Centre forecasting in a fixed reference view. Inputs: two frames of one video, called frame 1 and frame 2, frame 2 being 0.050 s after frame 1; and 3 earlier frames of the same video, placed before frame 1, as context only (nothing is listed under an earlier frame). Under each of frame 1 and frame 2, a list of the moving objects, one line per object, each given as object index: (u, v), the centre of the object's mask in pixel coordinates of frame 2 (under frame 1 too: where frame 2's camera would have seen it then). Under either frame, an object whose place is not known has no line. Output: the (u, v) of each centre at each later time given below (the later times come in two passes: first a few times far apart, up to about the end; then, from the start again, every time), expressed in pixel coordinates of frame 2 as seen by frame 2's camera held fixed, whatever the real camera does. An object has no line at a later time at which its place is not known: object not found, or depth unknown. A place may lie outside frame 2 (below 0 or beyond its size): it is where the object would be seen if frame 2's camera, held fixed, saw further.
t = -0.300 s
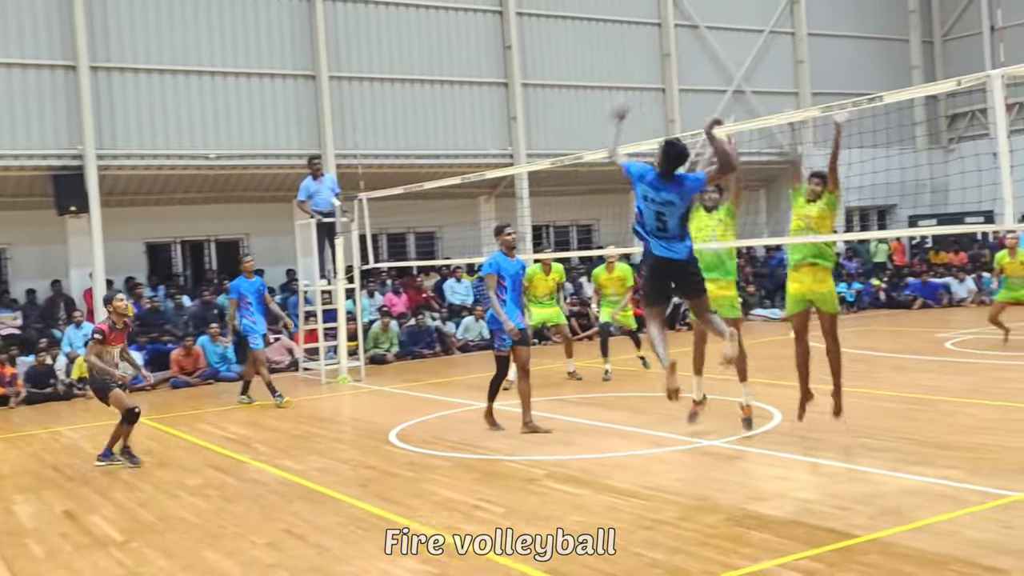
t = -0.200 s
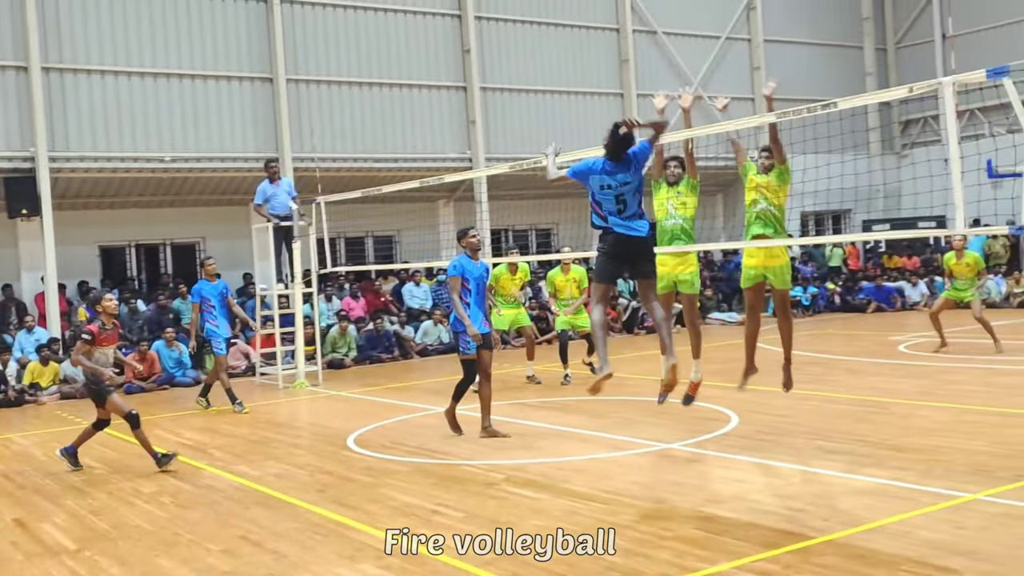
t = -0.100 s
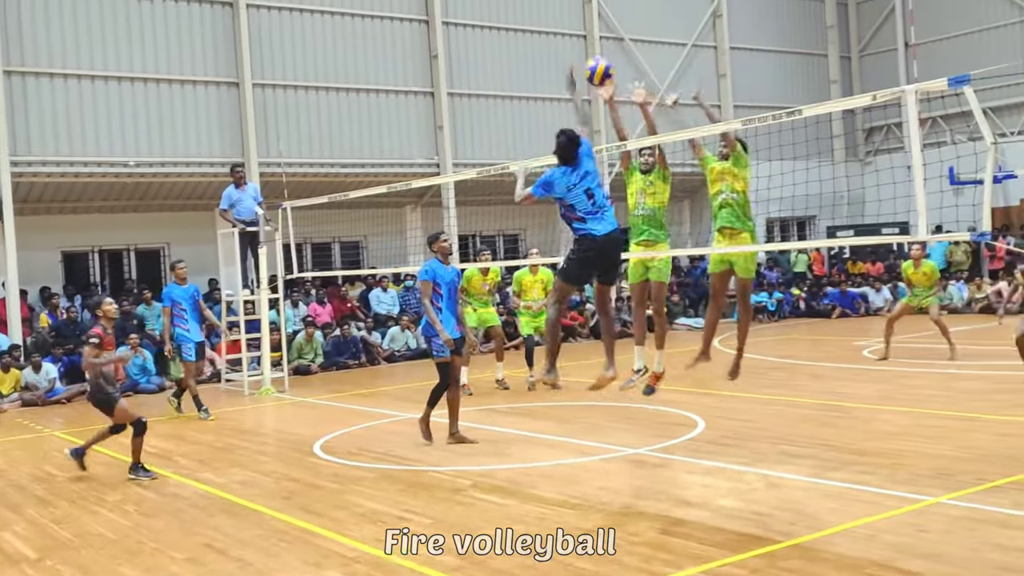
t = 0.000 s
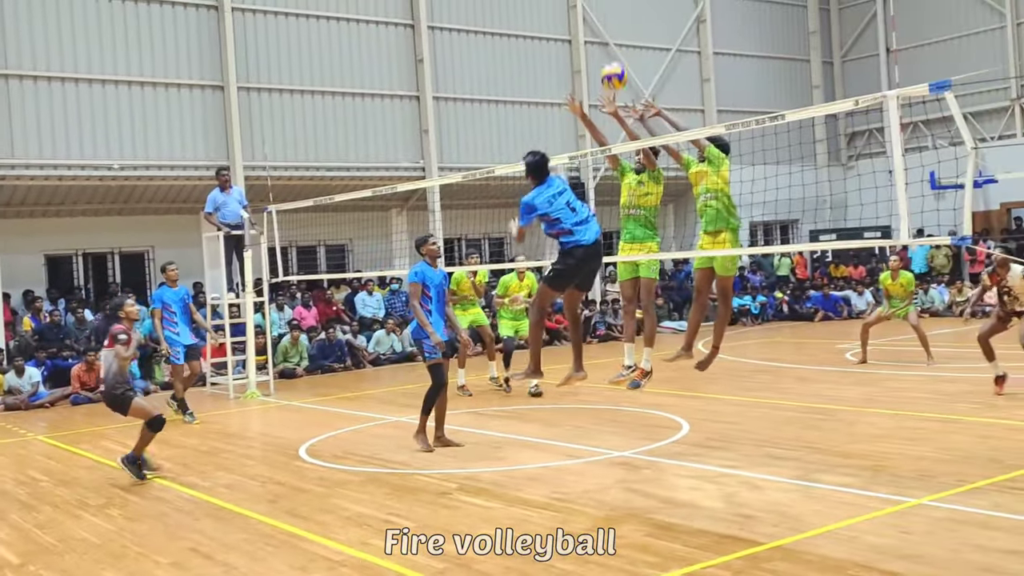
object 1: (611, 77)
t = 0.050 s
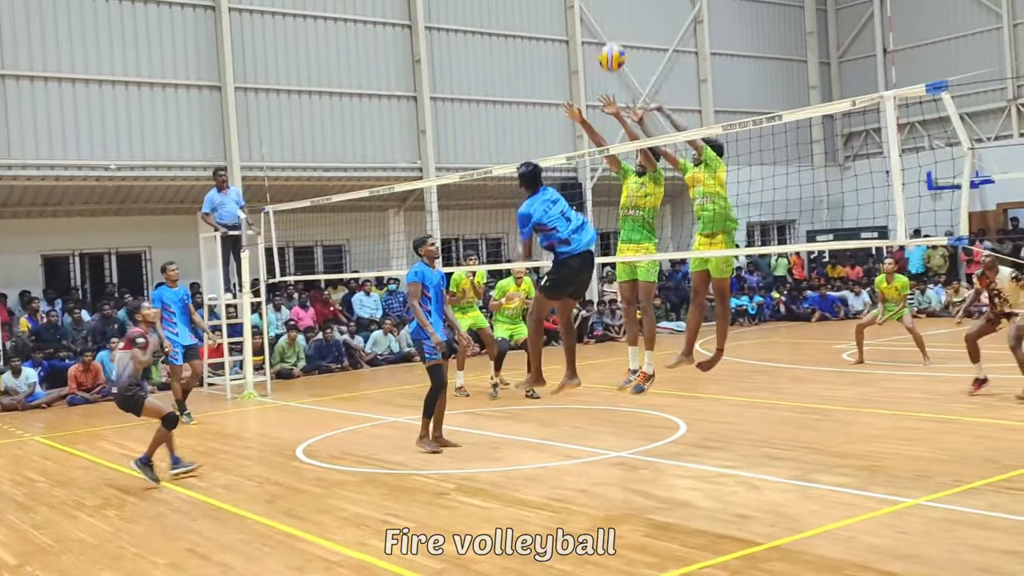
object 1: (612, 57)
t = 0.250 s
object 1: (615, 9)
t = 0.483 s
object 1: (623, 12)
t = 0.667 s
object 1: (633, 65)
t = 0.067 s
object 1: (611, 51)
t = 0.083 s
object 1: (612, 45)
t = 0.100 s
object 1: (612, 40)
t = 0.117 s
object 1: (613, 34)
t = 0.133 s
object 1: (612, 30)
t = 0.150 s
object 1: (613, 26)
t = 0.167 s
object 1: (614, 23)
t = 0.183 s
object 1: (614, 19)
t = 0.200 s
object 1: (614, 15)
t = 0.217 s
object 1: (615, 12)
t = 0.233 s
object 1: (615, 10)
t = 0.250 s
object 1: (615, 9)
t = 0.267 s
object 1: (616, 8)
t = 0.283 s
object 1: (616, 6)
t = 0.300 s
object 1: (617, 6)
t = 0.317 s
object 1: (618, 5)
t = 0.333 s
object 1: (618, 5)
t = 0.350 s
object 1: (619, 5)
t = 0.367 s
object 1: (619, 5)
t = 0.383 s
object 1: (619, 5)
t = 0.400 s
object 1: (620, 6)
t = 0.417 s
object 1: (620, 6)
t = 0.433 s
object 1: (621, 7)
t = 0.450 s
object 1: (621, 8)
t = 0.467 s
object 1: (622, 9)
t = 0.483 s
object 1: (623, 12)
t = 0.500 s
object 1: (624, 14)
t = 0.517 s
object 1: (625, 17)
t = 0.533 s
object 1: (626, 20)
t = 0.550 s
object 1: (627, 25)
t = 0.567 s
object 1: (627, 29)
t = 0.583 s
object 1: (628, 33)
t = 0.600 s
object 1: (629, 39)
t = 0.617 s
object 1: (631, 44)
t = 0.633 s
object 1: (631, 51)
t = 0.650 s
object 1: (632, 58)
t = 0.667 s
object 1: (633, 65)
